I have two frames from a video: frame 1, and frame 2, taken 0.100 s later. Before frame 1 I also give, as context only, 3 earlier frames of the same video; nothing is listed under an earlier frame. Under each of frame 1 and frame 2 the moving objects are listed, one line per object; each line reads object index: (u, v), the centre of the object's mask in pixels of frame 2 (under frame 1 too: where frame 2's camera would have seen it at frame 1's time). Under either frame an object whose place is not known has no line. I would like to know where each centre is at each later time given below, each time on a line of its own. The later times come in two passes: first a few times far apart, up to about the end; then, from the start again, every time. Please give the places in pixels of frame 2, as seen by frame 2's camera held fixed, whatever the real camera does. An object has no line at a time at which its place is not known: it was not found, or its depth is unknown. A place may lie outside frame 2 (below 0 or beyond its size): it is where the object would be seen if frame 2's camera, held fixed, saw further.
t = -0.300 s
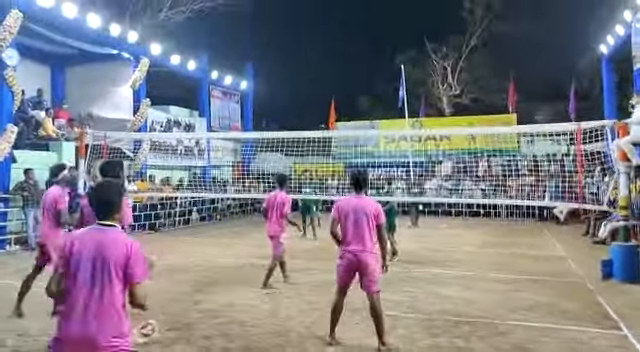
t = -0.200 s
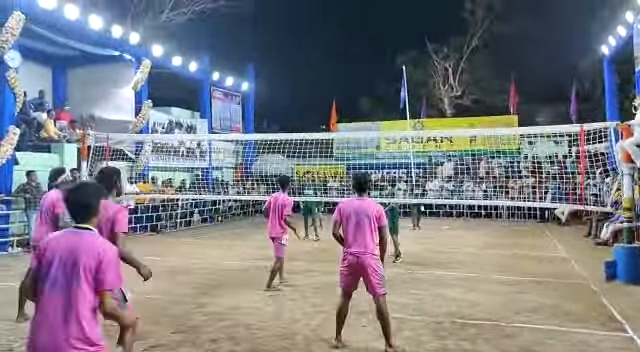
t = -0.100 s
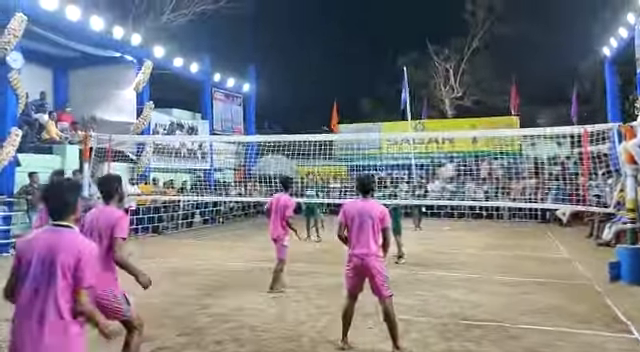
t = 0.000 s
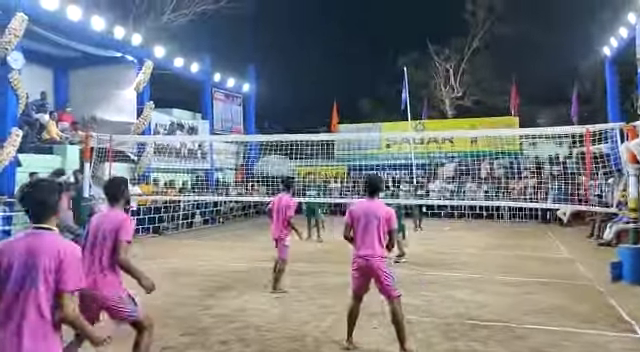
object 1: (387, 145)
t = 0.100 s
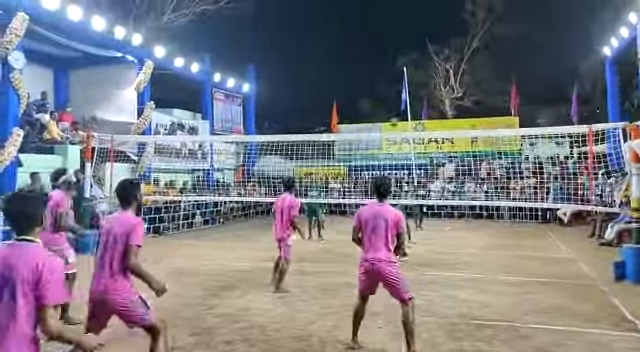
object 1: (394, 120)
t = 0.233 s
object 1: (406, 93)
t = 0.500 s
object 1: (439, 56)
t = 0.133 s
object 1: (396, 115)
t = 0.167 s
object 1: (398, 108)
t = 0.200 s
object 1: (398, 102)
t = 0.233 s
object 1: (406, 93)
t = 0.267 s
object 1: (410, 89)
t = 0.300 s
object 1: (414, 83)
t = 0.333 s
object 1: (417, 78)
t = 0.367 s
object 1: (420, 73)
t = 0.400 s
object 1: (426, 68)
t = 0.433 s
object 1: (429, 63)
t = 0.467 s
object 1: (434, 60)
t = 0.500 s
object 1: (439, 56)
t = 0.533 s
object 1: (445, 53)
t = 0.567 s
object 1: (451, 52)
